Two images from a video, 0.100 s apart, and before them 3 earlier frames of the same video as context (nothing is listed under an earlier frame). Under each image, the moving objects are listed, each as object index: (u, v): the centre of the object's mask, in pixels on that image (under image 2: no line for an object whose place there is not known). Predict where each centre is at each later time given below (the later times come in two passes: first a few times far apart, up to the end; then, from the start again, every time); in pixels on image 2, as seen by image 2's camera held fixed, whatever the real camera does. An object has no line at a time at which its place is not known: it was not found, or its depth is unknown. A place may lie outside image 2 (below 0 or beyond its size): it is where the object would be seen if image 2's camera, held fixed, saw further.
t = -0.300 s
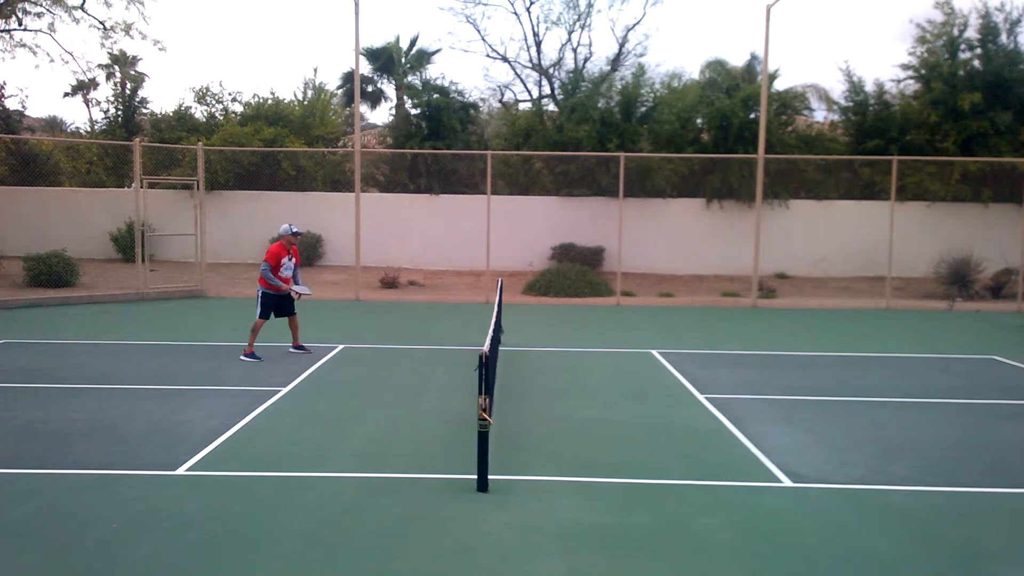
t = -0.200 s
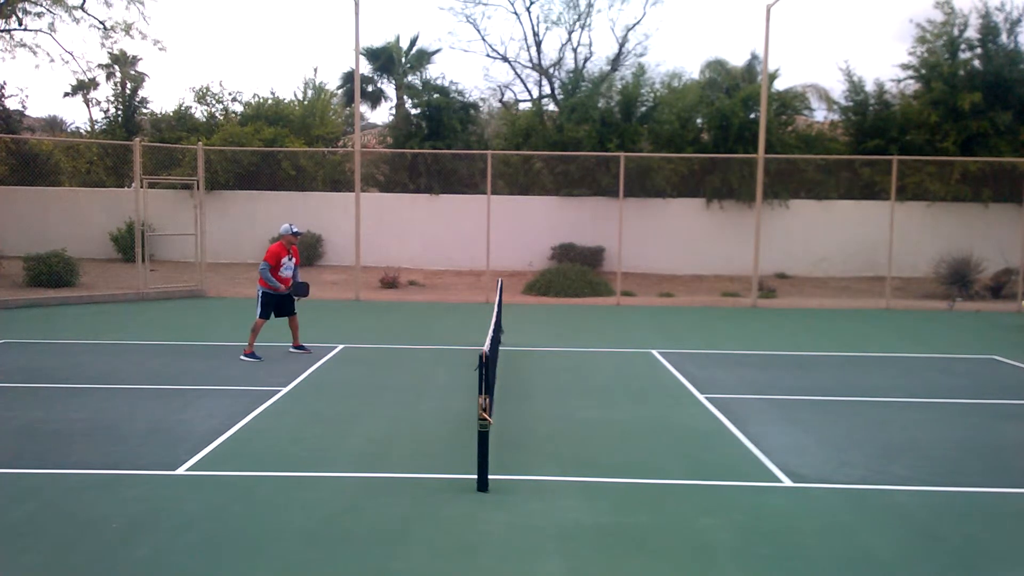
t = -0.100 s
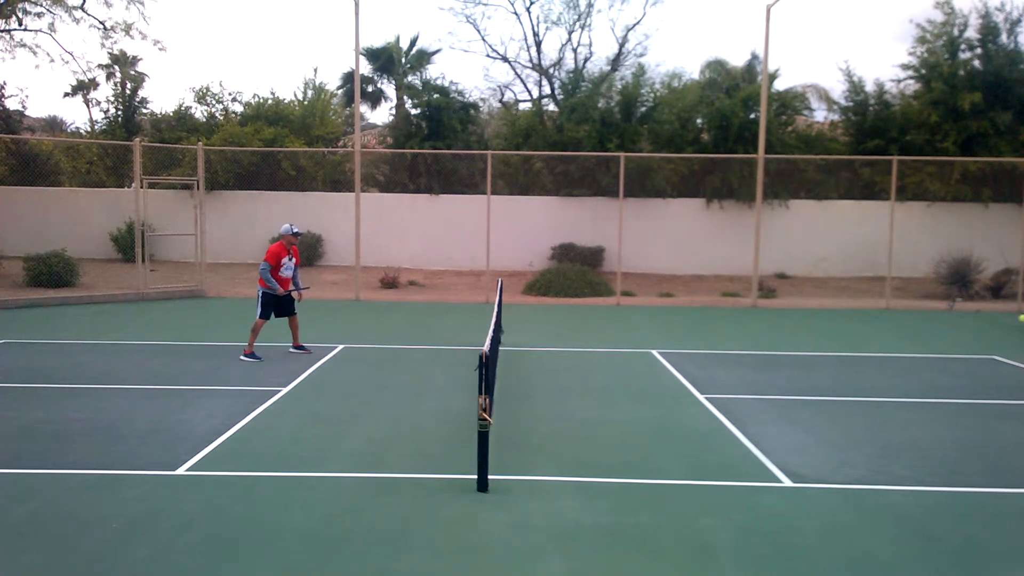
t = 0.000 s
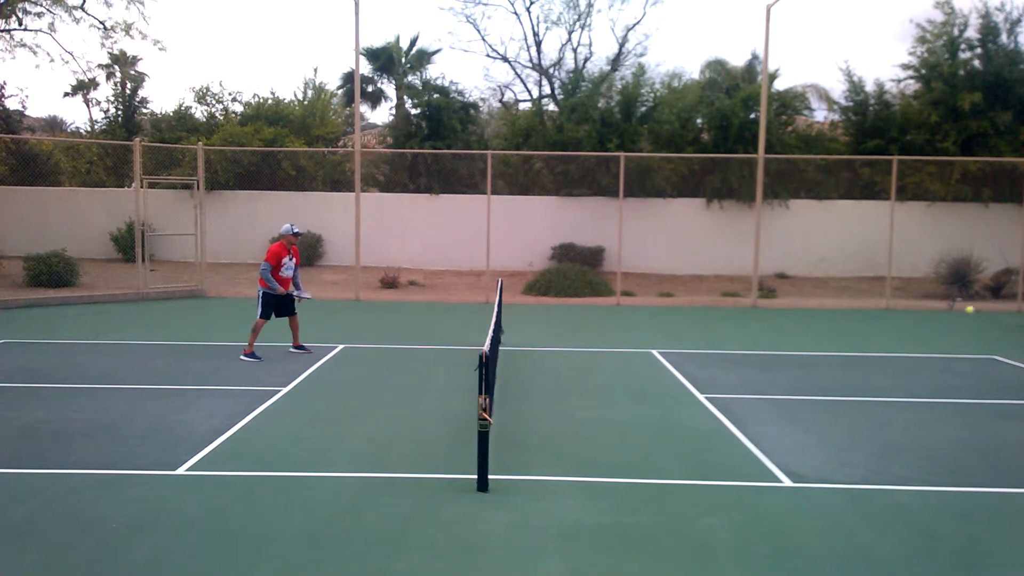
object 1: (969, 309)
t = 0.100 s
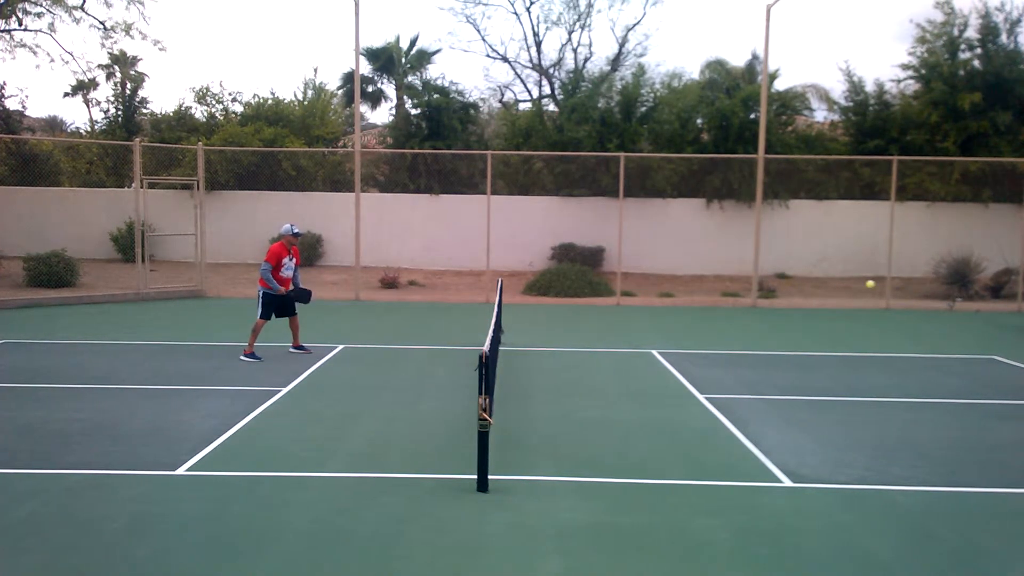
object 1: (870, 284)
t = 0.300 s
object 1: (653, 261)
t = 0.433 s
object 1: (497, 268)
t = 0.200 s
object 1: (763, 267)
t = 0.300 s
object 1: (653, 261)
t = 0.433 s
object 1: (497, 268)
